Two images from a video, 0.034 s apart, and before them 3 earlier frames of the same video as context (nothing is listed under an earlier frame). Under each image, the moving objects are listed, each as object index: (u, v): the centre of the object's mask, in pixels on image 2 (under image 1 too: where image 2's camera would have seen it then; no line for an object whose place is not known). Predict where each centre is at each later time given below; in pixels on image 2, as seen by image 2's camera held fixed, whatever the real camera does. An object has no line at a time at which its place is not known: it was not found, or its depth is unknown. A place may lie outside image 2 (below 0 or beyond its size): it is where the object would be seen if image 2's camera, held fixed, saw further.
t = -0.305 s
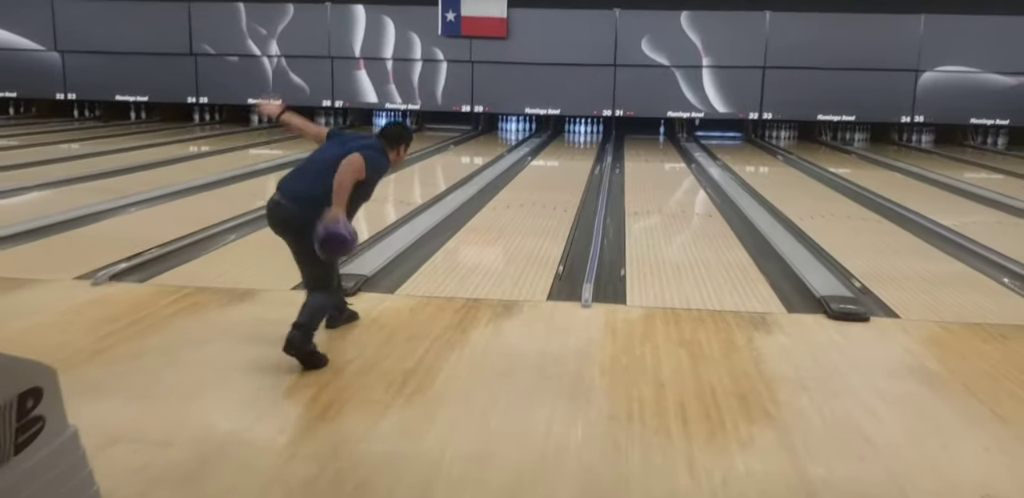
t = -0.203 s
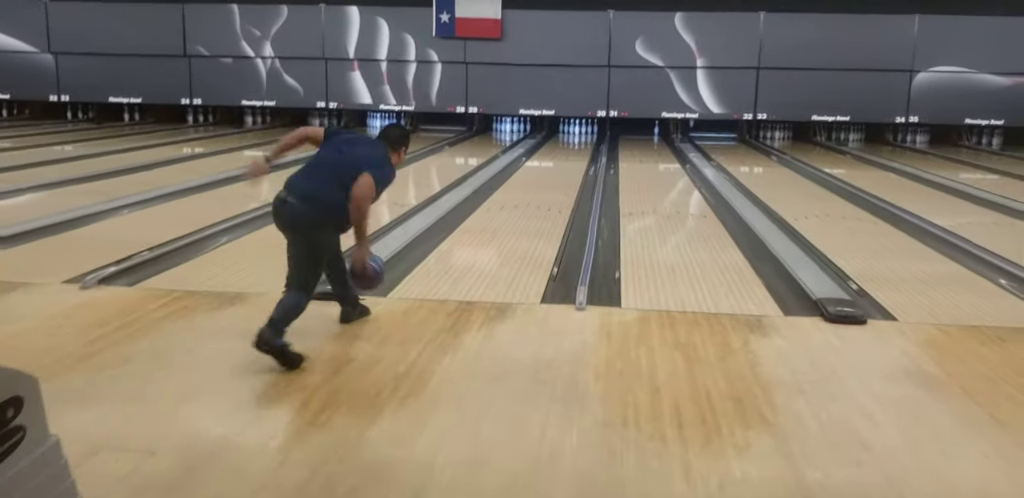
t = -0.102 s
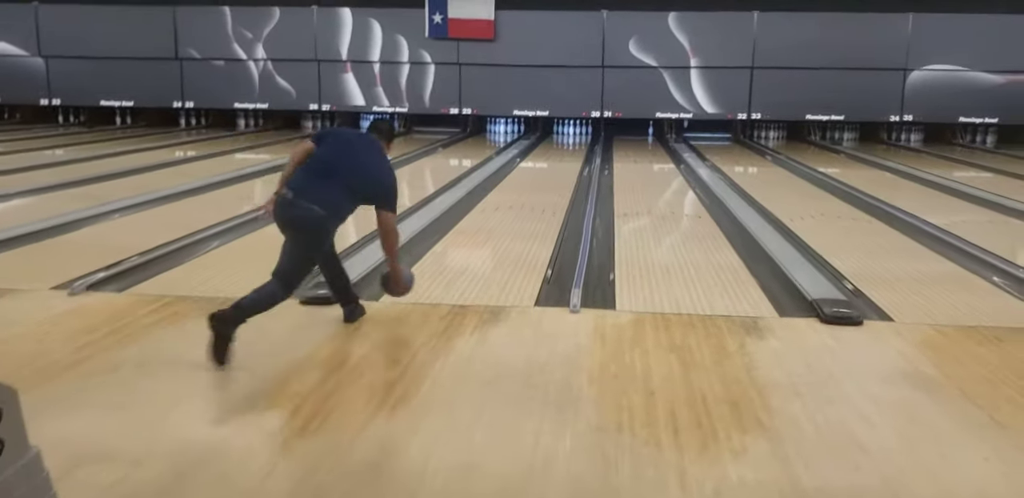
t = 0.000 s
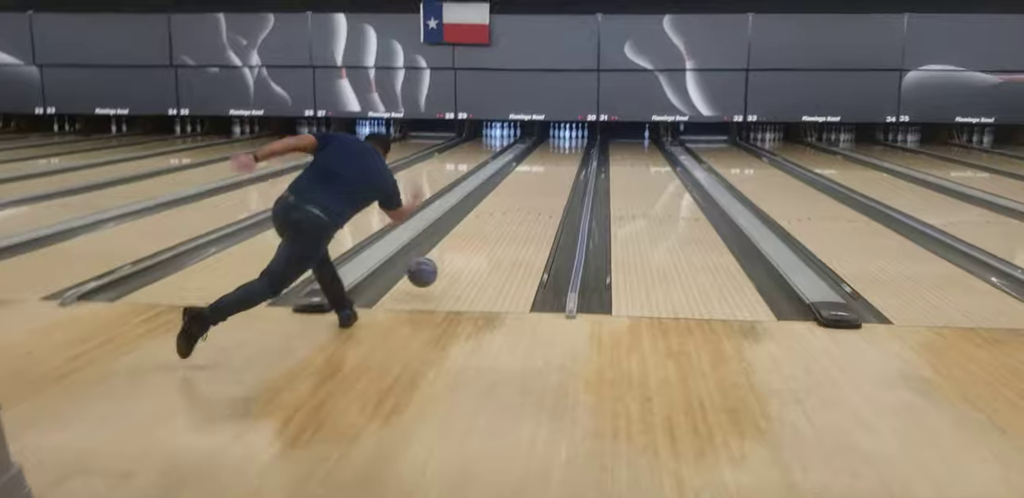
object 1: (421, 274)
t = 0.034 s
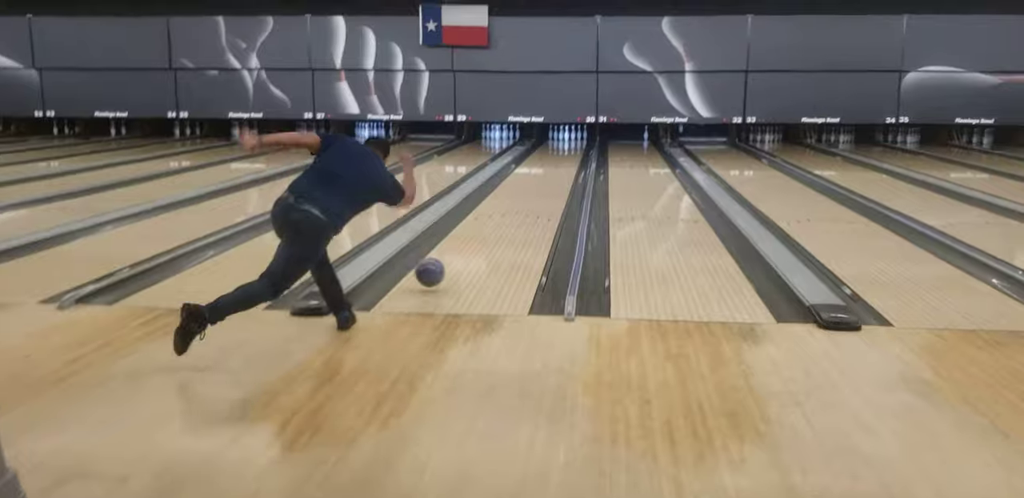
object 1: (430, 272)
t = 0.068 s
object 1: (438, 270)
